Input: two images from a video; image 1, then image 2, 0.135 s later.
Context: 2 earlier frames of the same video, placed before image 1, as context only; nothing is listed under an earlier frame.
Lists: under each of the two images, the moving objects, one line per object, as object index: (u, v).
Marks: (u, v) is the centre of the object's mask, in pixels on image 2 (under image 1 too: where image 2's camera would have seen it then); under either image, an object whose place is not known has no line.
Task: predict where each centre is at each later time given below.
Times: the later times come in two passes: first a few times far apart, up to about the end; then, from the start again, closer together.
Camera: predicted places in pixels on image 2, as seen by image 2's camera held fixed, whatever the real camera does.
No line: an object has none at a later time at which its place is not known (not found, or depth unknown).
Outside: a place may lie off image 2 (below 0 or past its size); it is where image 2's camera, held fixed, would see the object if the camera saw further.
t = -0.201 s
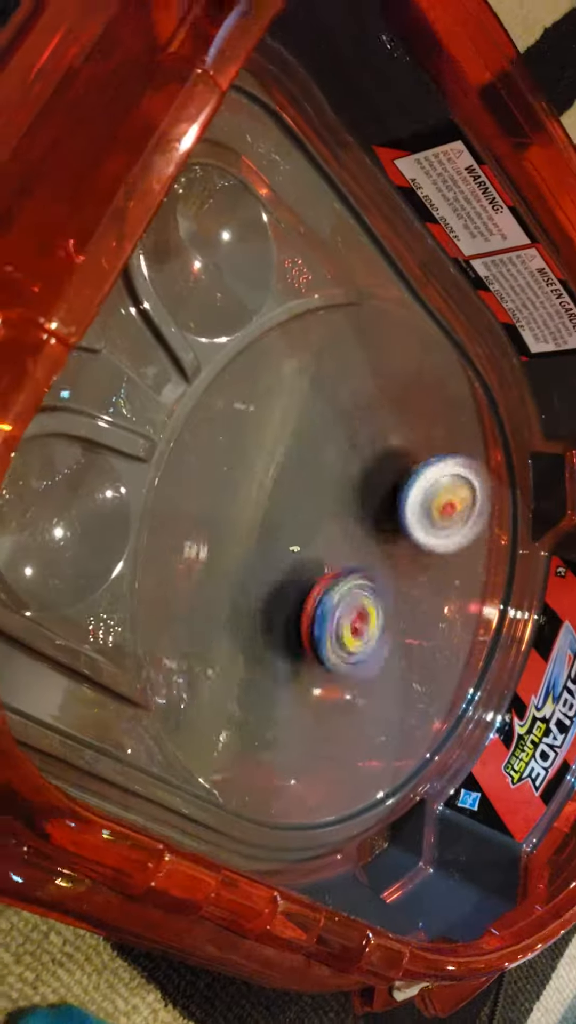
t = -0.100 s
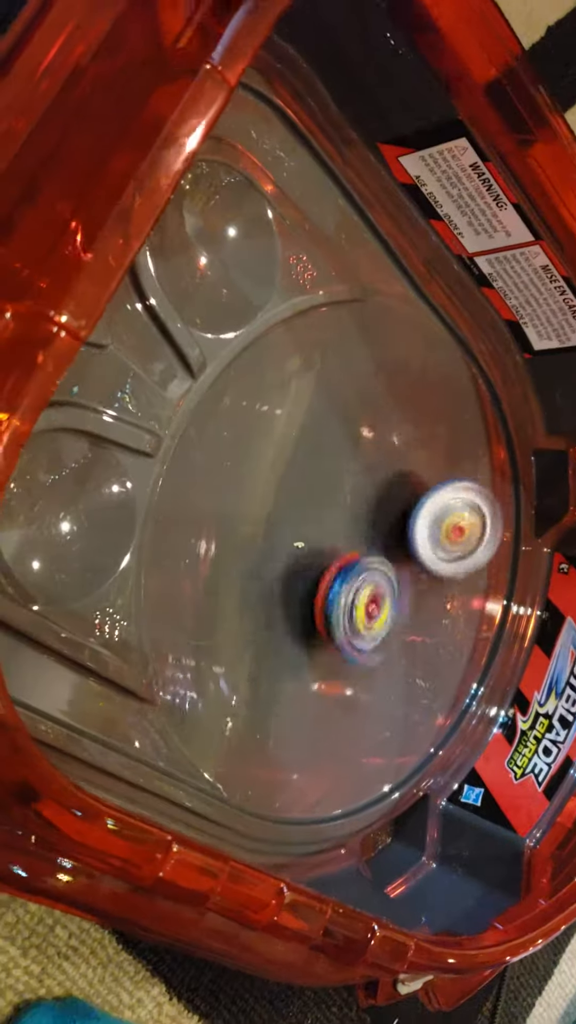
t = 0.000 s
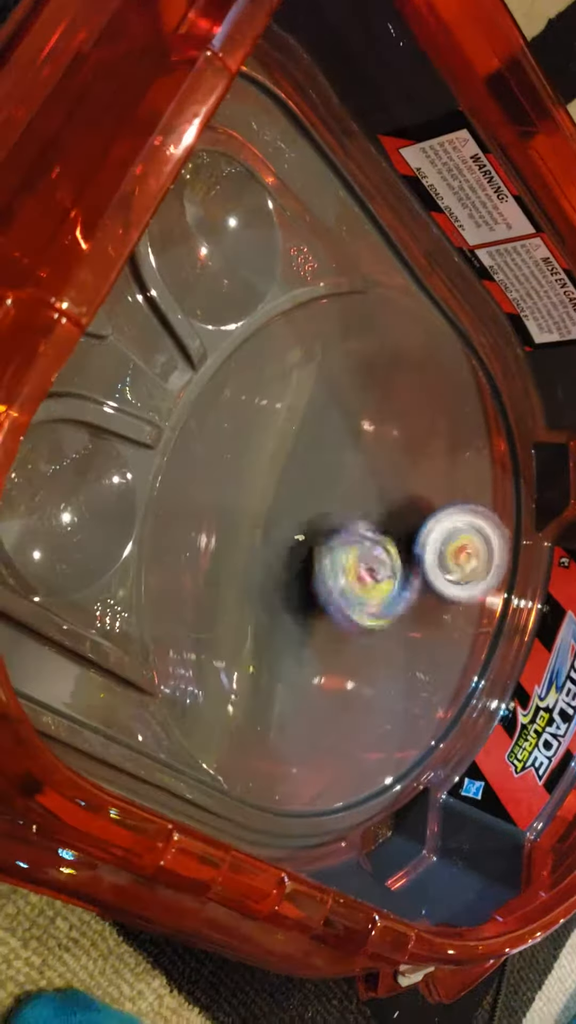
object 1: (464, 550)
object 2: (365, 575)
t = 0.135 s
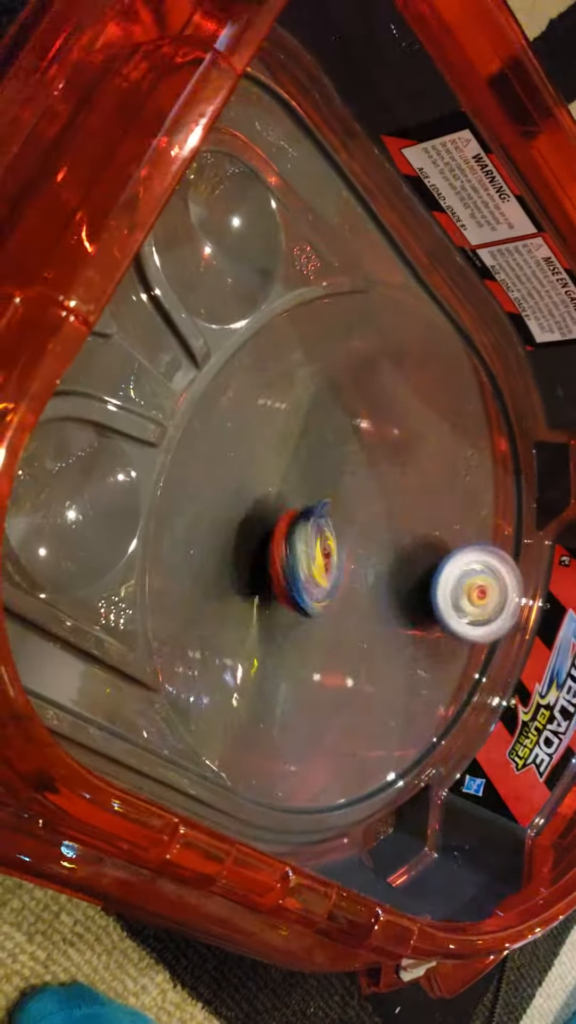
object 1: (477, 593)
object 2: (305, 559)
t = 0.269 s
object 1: (455, 621)
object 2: (292, 535)
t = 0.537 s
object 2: (320, 538)
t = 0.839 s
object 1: (281, 628)
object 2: (366, 520)
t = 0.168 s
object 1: (474, 601)
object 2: (299, 553)
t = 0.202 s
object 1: (469, 608)
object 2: (292, 548)
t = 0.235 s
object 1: (463, 615)
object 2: (291, 541)
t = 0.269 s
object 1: (455, 621)
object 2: (292, 535)
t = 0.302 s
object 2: (295, 529)
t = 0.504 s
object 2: (317, 533)
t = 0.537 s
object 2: (320, 538)
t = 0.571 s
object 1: (365, 647)
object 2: (324, 544)
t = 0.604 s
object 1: (354, 651)
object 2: (334, 538)
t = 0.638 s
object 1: (344, 653)
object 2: (341, 536)
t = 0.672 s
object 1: (333, 652)
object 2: (344, 538)
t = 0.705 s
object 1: (320, 652)
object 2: (347, 533)
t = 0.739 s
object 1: (309, 652)
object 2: (346, 530)
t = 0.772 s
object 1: (299, 646)
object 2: (355, 522)
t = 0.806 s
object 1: (289, 637)
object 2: (357, 523)
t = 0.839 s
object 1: (281, 628)
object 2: (366, 520)
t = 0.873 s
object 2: (371, 523)
